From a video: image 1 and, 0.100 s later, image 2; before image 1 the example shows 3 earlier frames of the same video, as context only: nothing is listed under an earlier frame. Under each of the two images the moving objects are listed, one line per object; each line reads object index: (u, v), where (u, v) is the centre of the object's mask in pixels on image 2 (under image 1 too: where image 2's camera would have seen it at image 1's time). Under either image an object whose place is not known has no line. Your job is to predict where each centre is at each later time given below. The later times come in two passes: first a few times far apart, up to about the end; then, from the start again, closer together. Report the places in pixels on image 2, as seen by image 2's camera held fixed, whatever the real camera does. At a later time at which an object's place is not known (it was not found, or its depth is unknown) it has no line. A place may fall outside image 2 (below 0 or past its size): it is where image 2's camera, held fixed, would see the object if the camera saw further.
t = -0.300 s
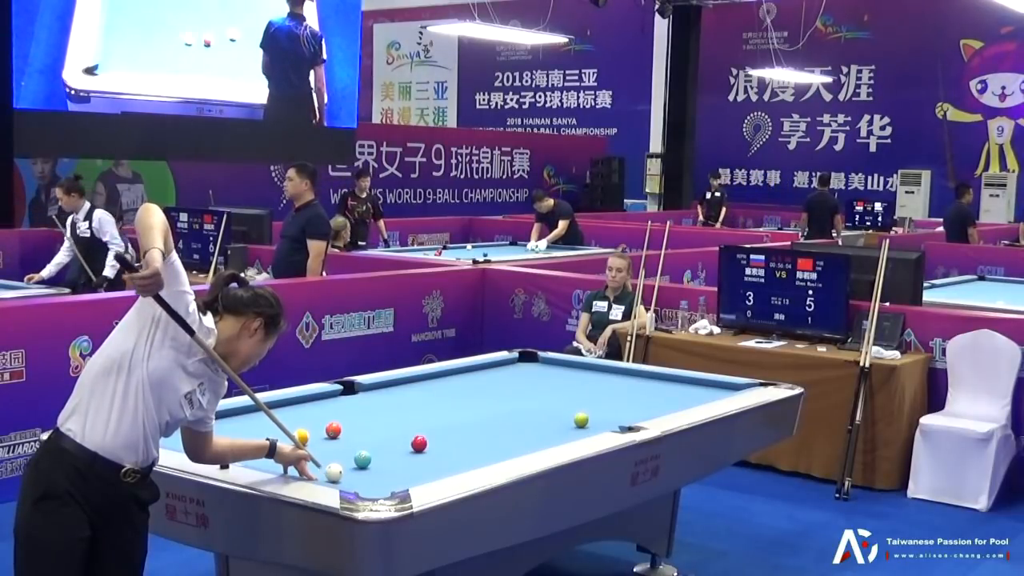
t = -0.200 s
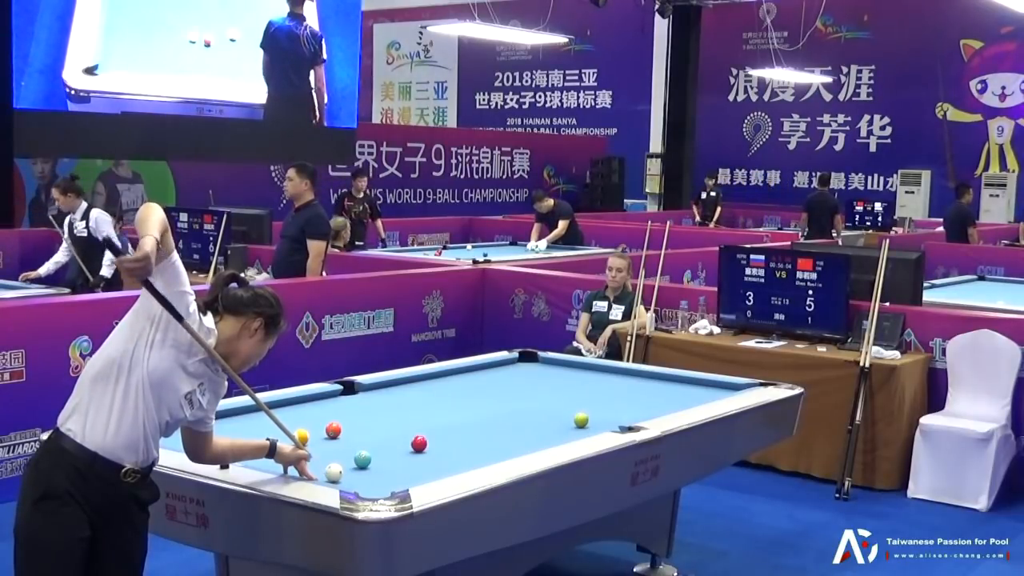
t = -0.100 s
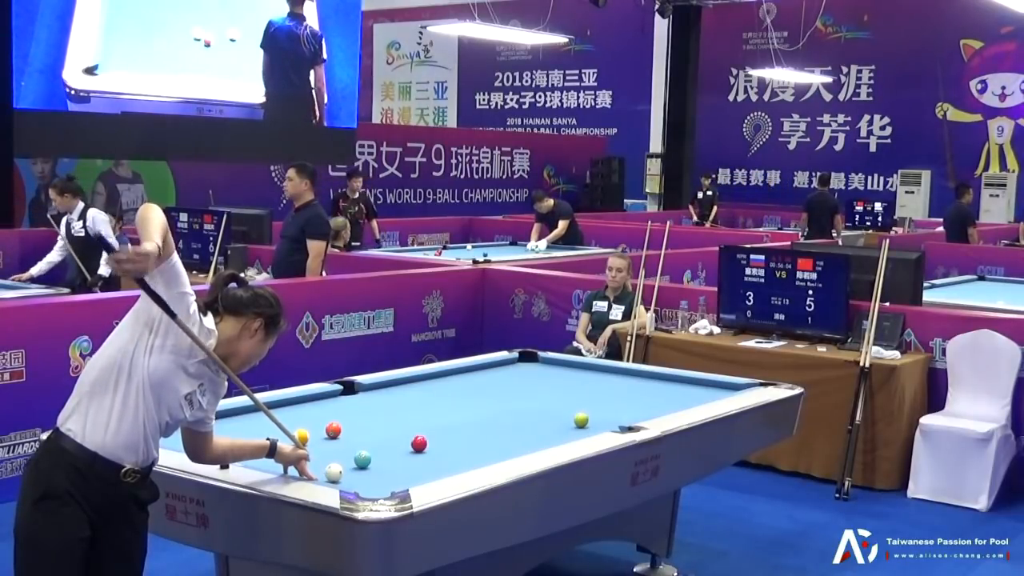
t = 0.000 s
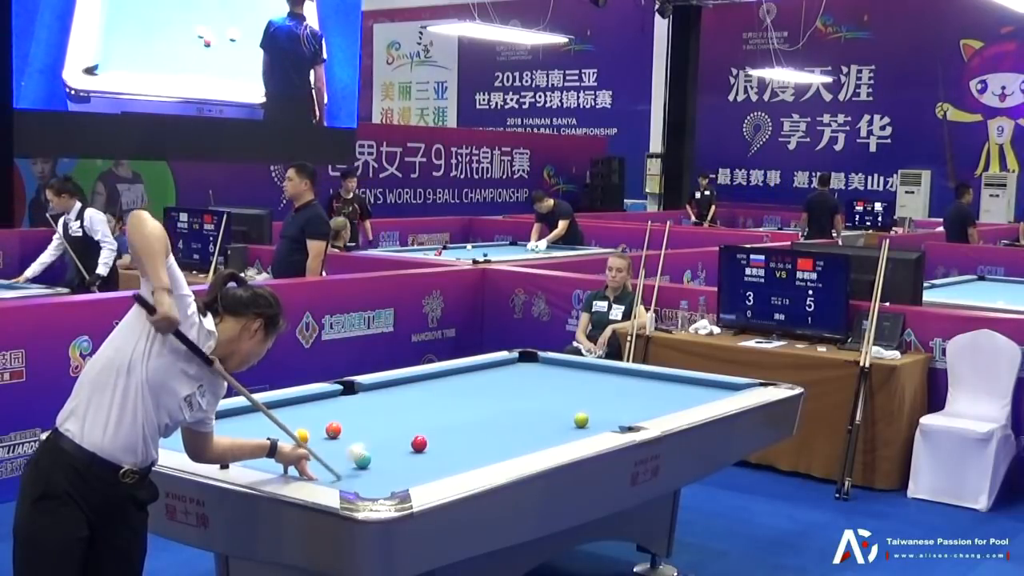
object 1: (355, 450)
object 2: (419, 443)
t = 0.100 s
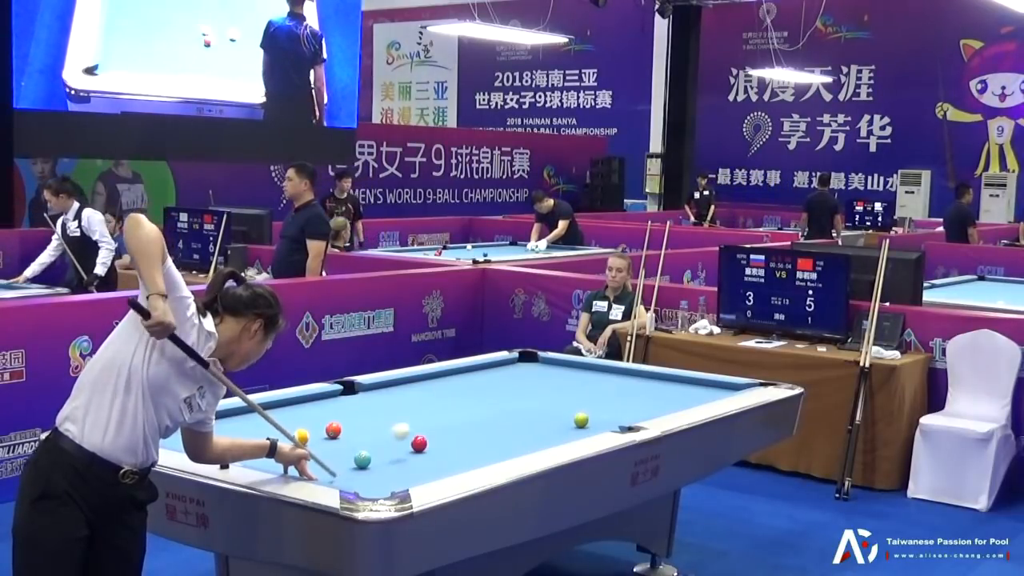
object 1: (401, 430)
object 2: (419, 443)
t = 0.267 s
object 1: (461, 408)
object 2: (425, 436)
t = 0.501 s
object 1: (530, 416)
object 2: (437, 425)
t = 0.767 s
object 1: (563, 418)
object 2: (448, 414)
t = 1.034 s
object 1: (557, 417)
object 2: (458, 403)
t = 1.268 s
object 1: (552, 415)
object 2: (466, 395)
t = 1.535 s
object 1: (547, 413)
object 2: (474, 387)
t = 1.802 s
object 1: (543, 412)
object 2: (481, 379)
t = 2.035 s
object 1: (541, 411)
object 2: (486, 373)
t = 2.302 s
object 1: (539, 411)
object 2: (492, 367)
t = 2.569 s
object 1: (537, 410)
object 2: (506, 363)
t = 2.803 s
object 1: (536, 410)
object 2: (525, 361)
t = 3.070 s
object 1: (536, 410)
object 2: (545, 360)
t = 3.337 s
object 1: (536, 410)
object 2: (546, 361)
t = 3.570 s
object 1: (536, 410)
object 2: (545, 363)
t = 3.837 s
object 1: (536, 410)
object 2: (546, 365)
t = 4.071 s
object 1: (536, 410)
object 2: (546, 367)
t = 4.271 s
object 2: (547, 368)
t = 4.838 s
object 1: (536, 410)
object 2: (546, 372)
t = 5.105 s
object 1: (536, 410)
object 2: (547, 373)
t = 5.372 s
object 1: (535, 410)
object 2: (546, 374)
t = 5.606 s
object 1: (536, 410)
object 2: (547, 375)
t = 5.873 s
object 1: (535, 410)
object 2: (547, 376)
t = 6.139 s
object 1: (535, 410)
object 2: (547, 376)
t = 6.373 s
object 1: (535, 410)
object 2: (547, 376)
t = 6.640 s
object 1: (535, 410)
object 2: (547, 377)
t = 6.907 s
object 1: (536, 410)
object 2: (547, 376)
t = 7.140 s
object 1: (536, 410)
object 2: (547, 377)
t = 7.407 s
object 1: (536, 410)
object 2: (547, 377)
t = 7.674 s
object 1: (535, 410)
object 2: (547, 377)
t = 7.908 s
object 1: (536, 410)
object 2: (547, 377)
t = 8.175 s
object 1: (535, 410)
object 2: (547, 377)
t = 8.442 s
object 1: (535, 410)
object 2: (547, 377)
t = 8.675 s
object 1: (535, 410)
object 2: (547, 377)
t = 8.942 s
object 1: (536, 410)
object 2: (547, 377)
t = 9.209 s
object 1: (535, 410)
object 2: (547, 377)
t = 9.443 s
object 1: (535, 410)
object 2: (547, 377)
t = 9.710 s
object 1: (536, 410)
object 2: (547, 377)
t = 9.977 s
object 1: (535, 410)
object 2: (547, 377)
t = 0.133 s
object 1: (414, 430)
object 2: (419, 444)
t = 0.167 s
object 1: (427, 422)
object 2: (420, 438)
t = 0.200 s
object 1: (439, 414)
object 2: (422, 435)
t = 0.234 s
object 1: (450, 410)
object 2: (424, 435)
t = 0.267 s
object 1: (461, 408)
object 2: (425, 436)
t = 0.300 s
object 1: (472, 410)
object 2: (427, 434)
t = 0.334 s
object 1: (482, 414)
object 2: (429, 433)
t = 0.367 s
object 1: (493, 421)
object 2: (430, 431)
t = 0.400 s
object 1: (503, 429)
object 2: (432, 430)
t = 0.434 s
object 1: (513, 421)
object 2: (433, 428)
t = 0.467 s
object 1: (521, 417)
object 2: (435, 427)
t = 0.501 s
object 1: (530, 416)
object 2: (437, 425)
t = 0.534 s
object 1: (539, 417)
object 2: (438, 424)
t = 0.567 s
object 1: (548, 422)
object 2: (440, 422)
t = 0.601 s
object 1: (555, 419)
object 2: (441, 420)
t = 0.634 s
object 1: (563, 417)
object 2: (442, 419)
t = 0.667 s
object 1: (566, 419)
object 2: (444, 418)
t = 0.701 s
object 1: (565, 419)
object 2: (445, 416)
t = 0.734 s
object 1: (564, 418)
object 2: (447, 415)
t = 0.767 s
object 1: (563, 418)
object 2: (448, 414)
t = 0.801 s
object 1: (562, 418)
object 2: (449, 412)
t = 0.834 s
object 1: (562, 418)
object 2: (450, 411)
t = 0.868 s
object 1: (561, 418)
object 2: (452, 409)
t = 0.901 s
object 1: (560, 417)
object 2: (453, 408)
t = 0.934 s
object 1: (559, 417)
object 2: (454, 407)
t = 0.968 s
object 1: (558, 417)
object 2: (456, 406)
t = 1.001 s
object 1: (558, 417)
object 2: (457, 404)
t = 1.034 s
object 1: (557, 417)
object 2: (458, 403)
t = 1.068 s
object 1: (556, 416)
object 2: (459, 402)
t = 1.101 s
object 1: (556, 416)
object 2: (460, 401)
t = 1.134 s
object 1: (555, 416)
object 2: (461, 400)
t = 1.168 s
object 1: (554, 416)
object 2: (463, 398)
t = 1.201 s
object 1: (553, 415)
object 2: (464, 397)
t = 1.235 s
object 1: (553, 415)
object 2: (465, 396)
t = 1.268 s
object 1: (552, 415)
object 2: (466, 395)
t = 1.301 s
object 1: (551, 415)
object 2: (467, 394)
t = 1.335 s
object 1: (550, 415)
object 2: (468, 393)
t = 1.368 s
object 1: (550, 414)
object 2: (469, 392)
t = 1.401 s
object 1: (550, 414)
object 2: (470, 391)
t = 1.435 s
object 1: (549, 414)
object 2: (471, 390)
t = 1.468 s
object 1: (548, 414)
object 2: (472, 389)
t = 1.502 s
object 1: (548, 414)
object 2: (473, 388)
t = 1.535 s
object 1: (547, 413)
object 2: (474, 387)
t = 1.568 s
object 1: (547, 413)
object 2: (474, 386)
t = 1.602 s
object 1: (546, 413)
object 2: (475, 384)
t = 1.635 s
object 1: (545, 413)
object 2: (477, 384)
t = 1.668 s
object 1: (545, 413)
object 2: (477, 383)
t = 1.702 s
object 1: (545, 413)
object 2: (478, 382)
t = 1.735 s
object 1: (544, 412)
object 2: (479, 381)
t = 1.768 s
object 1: (544, 412)
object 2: (480, 380)
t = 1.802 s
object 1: (543, 412)
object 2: (481, 379)
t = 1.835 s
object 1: (543, 412)
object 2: (482, 378)
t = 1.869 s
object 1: (542, 412)
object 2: (483, 377)
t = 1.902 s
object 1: (542, 412)
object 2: (483, 376)
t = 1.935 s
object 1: (542, 412)
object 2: (484, 375)
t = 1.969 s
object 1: (542, 412)
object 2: (485, 375)
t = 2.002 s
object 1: (541, 411)
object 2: (486, 374)
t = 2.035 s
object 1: (541, 411)
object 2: (486, 373)
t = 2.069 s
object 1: (541, 411)
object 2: (487, 372)
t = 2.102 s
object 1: (540, 411)
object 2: (488, 371)
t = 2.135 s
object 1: (540, 411)
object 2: (489, 370)
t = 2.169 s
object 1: (539, 411)
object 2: (489, 370)
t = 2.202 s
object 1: (539, 411)
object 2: (490, 369)
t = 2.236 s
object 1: (539, 411)
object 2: (491, 368)
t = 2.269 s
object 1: (539, 411)
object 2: (492, 367)
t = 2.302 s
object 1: (539, 411)
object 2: (492, 367)
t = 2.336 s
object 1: (538, 410)
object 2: (493, 366)
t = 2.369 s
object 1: (538, 410)
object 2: (494, 365)
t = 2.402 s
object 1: (538, 410)
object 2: (494, 365)
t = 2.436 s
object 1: (538, 410)
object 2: (495, 364)
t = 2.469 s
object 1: (537, 410)
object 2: (497, 364)
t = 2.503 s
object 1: (537, 410)
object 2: (501, 363)
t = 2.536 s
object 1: (537, 410)
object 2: (503, 363)
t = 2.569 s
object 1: (537, 410)
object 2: (506, 363)
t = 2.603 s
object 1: (537, 410)
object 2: (509, 363)
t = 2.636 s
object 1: (537, 410)
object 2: (512, 362)
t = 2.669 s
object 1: (537, 410)
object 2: (514, 362)
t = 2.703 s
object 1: (536, 410)
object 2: (517, 362)
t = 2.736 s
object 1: (536, 410)
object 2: (520, 361)
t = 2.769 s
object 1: (536, 410)
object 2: (522, 361)
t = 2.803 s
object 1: (536, 410)
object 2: (525, 361)
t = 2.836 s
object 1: (536, 410)
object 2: (528, 361)
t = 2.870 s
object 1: (536, 410)
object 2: (530, 361)
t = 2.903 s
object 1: (536, 410)
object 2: (533, 360)
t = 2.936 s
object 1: (536, 410)
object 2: (536, 360)
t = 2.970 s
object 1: (536, 410)
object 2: (538, 360)
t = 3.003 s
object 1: (536, 410)
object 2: (540, 360)
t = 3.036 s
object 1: (536, 410)
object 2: (543, 360)
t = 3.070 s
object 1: (536, 410)
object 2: (545, 360)
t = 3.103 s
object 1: (536, 410)
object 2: (545, 360)
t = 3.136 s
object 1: (536, 410)
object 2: (546, 360)
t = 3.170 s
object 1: (536, 410)
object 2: (545, 360)
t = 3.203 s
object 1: (536, 410)
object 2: (545, 361)
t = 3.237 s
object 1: (536, 410)
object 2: (546, 361)
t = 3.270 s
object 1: (536, 410)
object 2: (546, 361)
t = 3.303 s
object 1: (536, 410)
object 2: (546, 361)
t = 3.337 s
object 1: (536, 410)
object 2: (546, 361)
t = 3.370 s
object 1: (536, 410)
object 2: (546, 361)
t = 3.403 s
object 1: (536, 410)
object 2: (546, 362)
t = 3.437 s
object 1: (536, 410)
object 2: (546, 362)
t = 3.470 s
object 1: (536, 410)
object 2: (545, 363)
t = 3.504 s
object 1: (536, 410)
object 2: (545, 363)
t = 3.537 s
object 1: (536, 410)
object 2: (545, 363)
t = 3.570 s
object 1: (536, 410)
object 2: (545, 363)
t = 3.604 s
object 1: (536, 410)
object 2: (545, 363)
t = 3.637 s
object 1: (536, 410)
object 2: (546, 363)
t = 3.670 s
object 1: (536, 410)
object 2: (546, 364)
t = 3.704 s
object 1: (536, 410)
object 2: (545, 364)
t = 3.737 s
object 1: (536, 410)
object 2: (546, 364)
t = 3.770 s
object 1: (536, 410)
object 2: (546, 365)
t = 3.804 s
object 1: (536, 410)
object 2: (546, 365)
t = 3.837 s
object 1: (536, 410)
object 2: (546, 365)
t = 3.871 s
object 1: (536, 410)
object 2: (546, 365)
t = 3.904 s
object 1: (536, 410)
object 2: (546, 365)
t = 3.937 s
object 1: (536, 410)
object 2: (546, 366)
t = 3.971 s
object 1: (536, 410)
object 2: (546, 366)
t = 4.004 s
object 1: (536, 410)
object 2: (546, 366)
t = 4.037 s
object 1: (536, 410)
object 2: (546, 367)
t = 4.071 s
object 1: (536, 410)
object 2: (546, 367)
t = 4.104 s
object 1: (536, 410)
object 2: (546, 367)
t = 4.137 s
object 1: (536, 410)
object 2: (546, 367)
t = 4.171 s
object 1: (535, 410)
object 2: (546, 368)
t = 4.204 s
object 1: (536, 410)
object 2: (546, 368)
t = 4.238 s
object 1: (537, 410)
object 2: (546, 368)
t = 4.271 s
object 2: (547, 368)
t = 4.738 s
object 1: (533, 410)
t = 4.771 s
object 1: (535, 409)
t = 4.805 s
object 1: (536, 410)
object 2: (545, 371)
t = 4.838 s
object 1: (536, 410)
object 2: (546, 372)
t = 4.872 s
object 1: (535, 410)
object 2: (547, 372)
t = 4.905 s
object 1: (536, 410)
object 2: (547, 372)
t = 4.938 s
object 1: (536, 410)
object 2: (547, 372)
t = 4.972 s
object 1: (536, 410)
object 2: (547, 372)
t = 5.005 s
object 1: (536, 410)
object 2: (547, 372)
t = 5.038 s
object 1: (536, 410)
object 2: (546, 373)
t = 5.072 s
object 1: (536, 410)
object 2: (546, 373)
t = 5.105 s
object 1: (536, 410)
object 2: (547, 373)
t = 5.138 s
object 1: (536, 410)
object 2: (546, 373)
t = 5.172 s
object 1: (536, 410)
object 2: (546, 373)
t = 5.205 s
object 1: (536, 410)
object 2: (546, 373)
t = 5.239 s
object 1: (535, 410)
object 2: (546, 374)
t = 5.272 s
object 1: (536, 410)
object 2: (546, 374)
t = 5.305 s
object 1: (536, 410)
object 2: (546, 374)
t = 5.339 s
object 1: (536, 410)
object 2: (546, 374)
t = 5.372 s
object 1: (535, 410)
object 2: (546, 374)
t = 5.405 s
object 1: (536, 410)
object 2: (546, 374)
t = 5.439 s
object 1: (536, 410)
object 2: (546, 374)
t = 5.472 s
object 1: (536, 410)
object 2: (546, 375)
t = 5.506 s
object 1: (535, 410)
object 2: (546, 375)
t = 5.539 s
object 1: (536, 410)
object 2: (547, 375)
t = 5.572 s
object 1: (536, 410)
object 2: (547, 375)
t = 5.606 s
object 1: (536, 410)
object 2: (547, 375)
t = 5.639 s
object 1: (535, 410)
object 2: (547, 375)
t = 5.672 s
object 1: (535, 410)
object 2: (547, 375)
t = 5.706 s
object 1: (536, 410)
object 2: (547, 375)
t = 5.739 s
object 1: (536, 410)
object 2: (547, 375)
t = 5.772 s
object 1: (536, 410)
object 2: (547, 375)
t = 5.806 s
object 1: (536, 410)
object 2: (547, 375)
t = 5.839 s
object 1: (536, 410)
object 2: (547, 376)
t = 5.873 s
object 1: (535, 410)
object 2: (547, 376)
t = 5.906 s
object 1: (535, 410)
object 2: (547, 376)
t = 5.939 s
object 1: (535, 410)
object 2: (547, 376)
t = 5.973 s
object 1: (535, 410)
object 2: (547, 376)
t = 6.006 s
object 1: (536, 410)
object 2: (547, 376)
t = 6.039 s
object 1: (536, 410)
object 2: (547, 376)
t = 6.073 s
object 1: (536, 410)
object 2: (547, 376)
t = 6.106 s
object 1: (535, 410)
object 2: (547, 376)
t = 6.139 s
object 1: (535, 410)
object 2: (547, 376)
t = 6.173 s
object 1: (535, 410)
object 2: (547, 376)
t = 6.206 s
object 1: (535, 410)
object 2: (547, 376)
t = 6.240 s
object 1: (536, 410)
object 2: (547, 376)
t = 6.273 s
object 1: (535, 410)
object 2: (547, 376)
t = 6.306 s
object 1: (535, 410)
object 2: (547, 376)
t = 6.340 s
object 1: (535, 410)
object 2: (547, 376)
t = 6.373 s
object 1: (535, 410)
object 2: (547, 376)
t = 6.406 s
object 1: (535, 410)
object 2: (547, 376)
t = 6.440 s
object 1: (535, 410)
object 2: (547, 376)
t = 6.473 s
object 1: (535, 410)
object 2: (547, 376)
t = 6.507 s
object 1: (535, 410)
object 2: (547, 376)
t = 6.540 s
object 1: (535, 410)
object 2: (547, 376)
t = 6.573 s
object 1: (535, 410)
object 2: (547, 376)
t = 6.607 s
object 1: (535, 410)
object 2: (547, 376)
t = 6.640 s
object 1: (535, 410)
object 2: (547, 377)
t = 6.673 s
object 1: (536, 410)
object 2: (547, 377)
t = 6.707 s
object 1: (535, 410)
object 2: (547, 377)
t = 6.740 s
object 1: (535, 410)
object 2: (547, 377)
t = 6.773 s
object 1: (536, 410)
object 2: (547, 377)
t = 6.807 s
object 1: (535, 410)
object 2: (547, 377)
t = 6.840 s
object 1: (535, 410)
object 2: (547, 377)
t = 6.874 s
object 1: (535, 410)
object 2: (547, 377)
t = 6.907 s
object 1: (536, 410)
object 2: (547, 376)
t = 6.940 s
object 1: (536, 410)
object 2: (547, 376)
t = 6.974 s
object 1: (536, 410)
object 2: (547, 377)
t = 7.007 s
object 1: (535, 410)
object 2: (547, 377)
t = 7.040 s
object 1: (535, 410)
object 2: (547, 377)
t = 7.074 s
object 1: (535, 410)
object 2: (547, 377)
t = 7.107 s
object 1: (536, 410)
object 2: (547, 376)
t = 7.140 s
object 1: (536, 410)
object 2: (547, 377)
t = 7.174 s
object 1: (536, 410)
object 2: (547, 377)
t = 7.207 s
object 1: (535, 410)
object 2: (547, 377)
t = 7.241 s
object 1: (536, 410)
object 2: (547, 377)
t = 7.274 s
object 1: (536, 410)
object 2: (547, 377)
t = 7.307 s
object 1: (536, 410)
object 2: (547, 377)
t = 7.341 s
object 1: (536, 410)
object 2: (547, 377)
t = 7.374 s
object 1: (536, 410)
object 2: (547, 377)
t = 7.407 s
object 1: (536, 410)
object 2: (547, 377)
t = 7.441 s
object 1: (535, 410)
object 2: (547, 377)
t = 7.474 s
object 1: (536, 410)
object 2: (547, 377)
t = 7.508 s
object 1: (535, 410)
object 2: (547, 377)
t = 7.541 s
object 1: (535, 410)
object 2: (547, 377)
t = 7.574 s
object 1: (535, 410)
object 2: (547, 377)
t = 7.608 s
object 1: (535, 410)
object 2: (547, 377)
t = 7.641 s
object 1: (535, 410)
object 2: (547, 377)
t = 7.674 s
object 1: (535, 410)
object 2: (547, 377)
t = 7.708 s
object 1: (535, 410)
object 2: (547, 377)
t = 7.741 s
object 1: (535, 410)
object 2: (547, 377)
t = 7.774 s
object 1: (535, 410)
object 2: (547, 377)
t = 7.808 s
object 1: (535, 410)
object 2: (547, 377)
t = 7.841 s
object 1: (536, 410)
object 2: (547, 377)
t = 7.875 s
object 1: (536, 410)
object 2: (547, 377)
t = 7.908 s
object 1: (536, 410)
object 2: (547, 377)
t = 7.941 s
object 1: (535, 410)
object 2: (547, 377)
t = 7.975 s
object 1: (536, 410)
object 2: (547, 377)
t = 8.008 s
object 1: (535, 410)
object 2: (547, 377)
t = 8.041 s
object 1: (535, 410)
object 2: (547, 377)
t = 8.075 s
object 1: (535, 410)
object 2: (547, 377)
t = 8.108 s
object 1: (535, 410)
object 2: (547, 377)
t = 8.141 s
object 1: (535, 410)
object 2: (547, 377)
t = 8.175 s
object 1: (535, 410)
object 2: (547, 377)
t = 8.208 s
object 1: (535, 410)
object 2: (547, 377)
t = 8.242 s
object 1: (535, 410)
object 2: (547, 377)
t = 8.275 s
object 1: (535, 410)
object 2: (547, 377)
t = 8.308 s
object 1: (536, 410)
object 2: (547, 377)
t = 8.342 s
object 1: (535, 410)
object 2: (547, 377)
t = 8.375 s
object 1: (535, 410)
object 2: (547, 377)
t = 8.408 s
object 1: (535, 410)
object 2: (547, 377)
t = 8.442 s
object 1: (535, 410)
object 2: (547, 377)
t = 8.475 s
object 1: (535, 410)
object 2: (547, 377)
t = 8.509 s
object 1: (535, 410)
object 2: (547, 377)
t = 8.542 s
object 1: (535, 410)
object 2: (547, 377)
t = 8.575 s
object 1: (536, 410)
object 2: (547, 377)
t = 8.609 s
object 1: (536, 410)
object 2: (547, 377)
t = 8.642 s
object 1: (535, 410)
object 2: (547, 377)
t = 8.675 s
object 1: (535, 410)
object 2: (547, 377)
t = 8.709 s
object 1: (535, 410)
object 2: (547, 377)
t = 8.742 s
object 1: (536, 410)
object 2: (547, 377)
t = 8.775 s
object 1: (535, 410)
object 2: (547, 377)
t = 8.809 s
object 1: (536, 410)
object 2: (547, 377)
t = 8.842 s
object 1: (536, 410)
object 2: (547, 377)
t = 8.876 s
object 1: (535, 410)
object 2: (547, 377)
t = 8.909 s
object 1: (536, 410)
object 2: (547, 377)
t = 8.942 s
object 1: (536, 410)
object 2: (547, 377)
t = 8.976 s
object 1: (536, 410)
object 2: (547, 377)
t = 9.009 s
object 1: (536, 410)
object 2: (547, 377)
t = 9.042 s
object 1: (536, 410)
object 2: (547, 377)
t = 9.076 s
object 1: (536, 410)
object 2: (547, 377)
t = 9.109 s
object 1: (536, 410)
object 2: (547, 377)
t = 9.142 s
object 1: (536, 410)
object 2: (547, 377)
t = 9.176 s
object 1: (536, 410)
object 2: (547, 377)
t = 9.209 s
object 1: (535, 410)
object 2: (547, 377)
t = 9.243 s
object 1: (536, 410)
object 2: (547, 377)
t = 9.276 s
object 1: (535, 410)
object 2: (547, 377)
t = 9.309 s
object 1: (535, 410)
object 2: (547, 377)
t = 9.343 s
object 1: (536, 410)
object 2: (547, 377)
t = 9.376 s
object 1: (535, 410)
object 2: (547, 377)
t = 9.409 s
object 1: (536, 410)
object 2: (547, 377)
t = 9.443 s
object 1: (535, 410)
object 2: (547, 377)
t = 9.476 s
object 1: (536, 410)
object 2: (547, 377)
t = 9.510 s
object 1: (536, 410)
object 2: (547, 377)
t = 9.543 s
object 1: (536, 410)
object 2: (547, 377)
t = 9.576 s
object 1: (535, 410)
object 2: (547, 377)
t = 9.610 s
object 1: (535, 410)
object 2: (547, 377)
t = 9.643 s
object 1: (536, 410)
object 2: (547, 377)
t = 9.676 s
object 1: (535, 410)
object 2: (547, 377)
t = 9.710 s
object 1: (536, 410)
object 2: (547, 377)
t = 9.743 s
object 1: (535, 410)
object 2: (547, 377)
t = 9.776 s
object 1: (535, 410)
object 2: (547, 377)
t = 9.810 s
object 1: (536, 410)
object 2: (547, 377)
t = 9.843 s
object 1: (535, 410)
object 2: (547, 377)
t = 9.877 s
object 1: (535, 410)
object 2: (547, 377)
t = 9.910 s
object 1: (535, 410)
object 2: (547, 377)
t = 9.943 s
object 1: (535, 410)
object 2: (547, 377)
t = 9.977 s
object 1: (535, 410)
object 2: (547, 377)
